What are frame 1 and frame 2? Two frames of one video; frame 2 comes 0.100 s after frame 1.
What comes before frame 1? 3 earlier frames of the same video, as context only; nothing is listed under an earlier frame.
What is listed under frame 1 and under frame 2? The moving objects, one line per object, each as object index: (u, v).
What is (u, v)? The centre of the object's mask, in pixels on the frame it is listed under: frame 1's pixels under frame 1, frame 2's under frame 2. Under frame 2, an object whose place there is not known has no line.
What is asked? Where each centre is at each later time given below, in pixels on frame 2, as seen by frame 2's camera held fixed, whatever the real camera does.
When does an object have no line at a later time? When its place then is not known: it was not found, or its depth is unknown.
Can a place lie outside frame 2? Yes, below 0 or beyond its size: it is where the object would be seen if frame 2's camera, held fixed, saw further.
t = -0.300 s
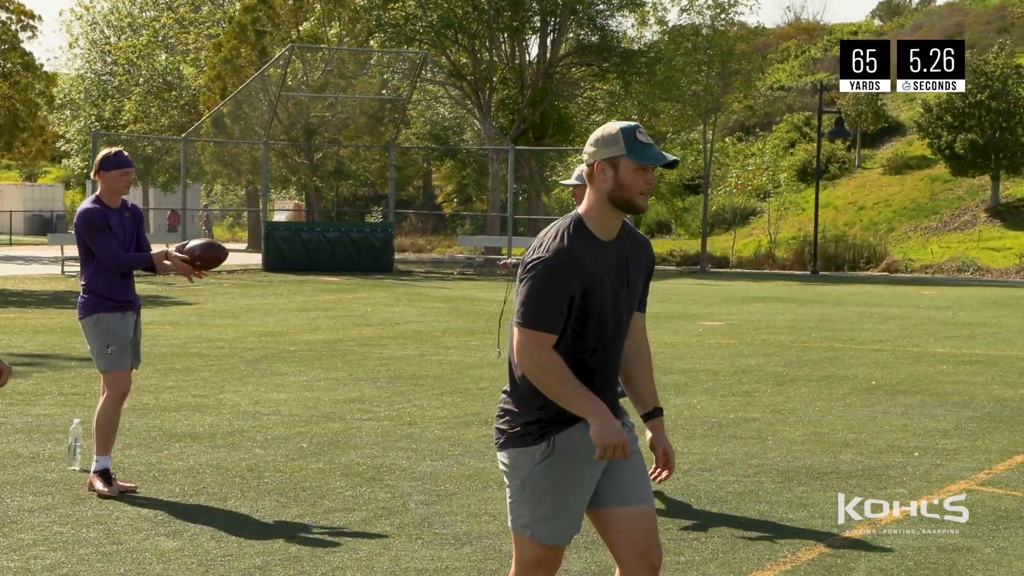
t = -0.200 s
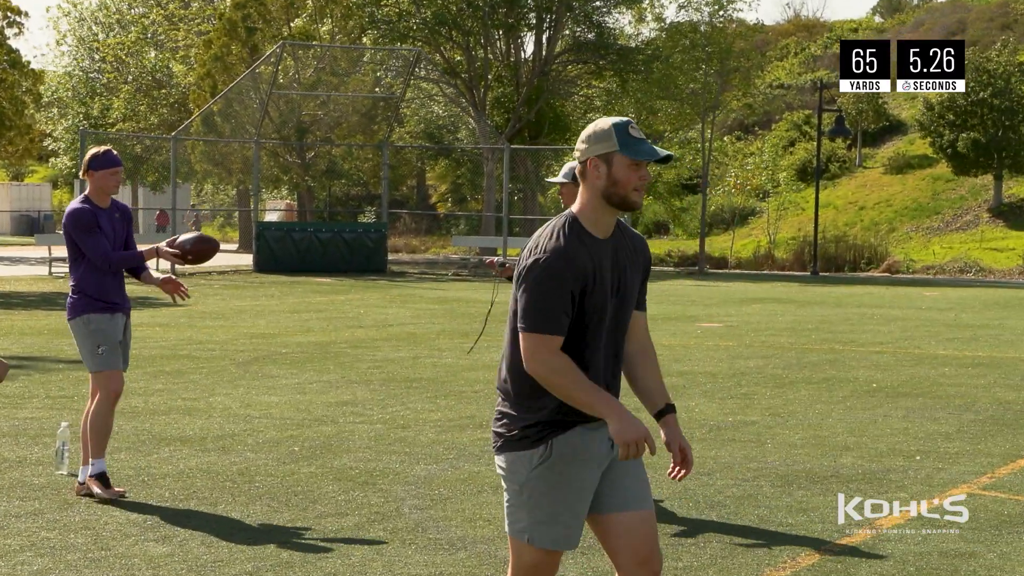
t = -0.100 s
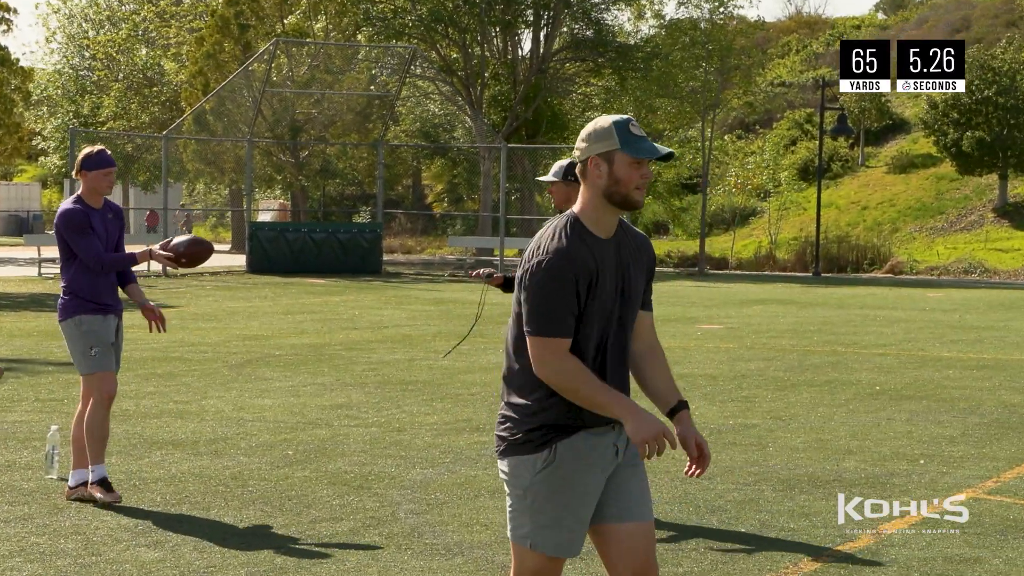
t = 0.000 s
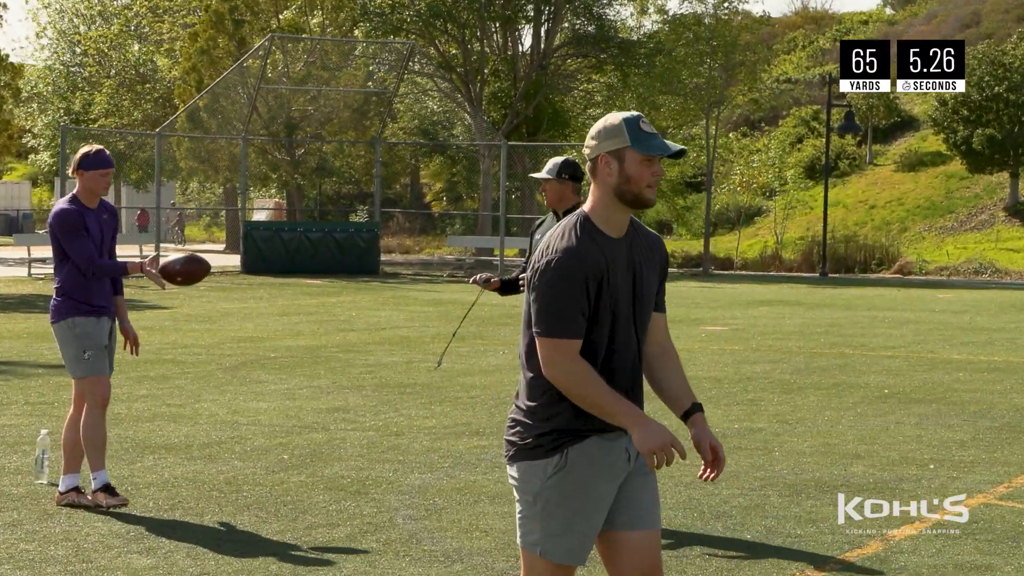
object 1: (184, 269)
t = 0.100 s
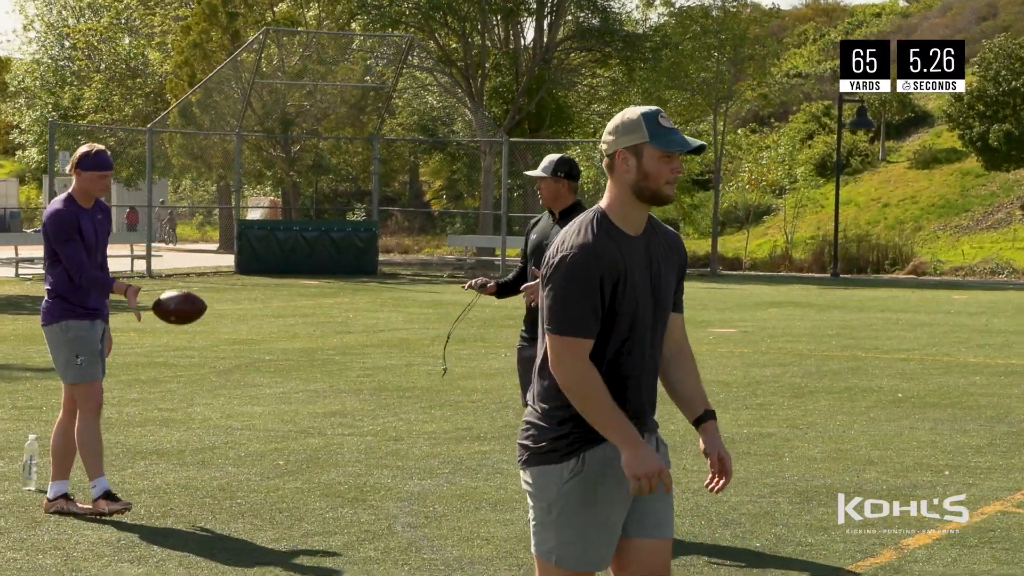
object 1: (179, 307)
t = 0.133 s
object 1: (180, 324)
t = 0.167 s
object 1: (181, 344)
